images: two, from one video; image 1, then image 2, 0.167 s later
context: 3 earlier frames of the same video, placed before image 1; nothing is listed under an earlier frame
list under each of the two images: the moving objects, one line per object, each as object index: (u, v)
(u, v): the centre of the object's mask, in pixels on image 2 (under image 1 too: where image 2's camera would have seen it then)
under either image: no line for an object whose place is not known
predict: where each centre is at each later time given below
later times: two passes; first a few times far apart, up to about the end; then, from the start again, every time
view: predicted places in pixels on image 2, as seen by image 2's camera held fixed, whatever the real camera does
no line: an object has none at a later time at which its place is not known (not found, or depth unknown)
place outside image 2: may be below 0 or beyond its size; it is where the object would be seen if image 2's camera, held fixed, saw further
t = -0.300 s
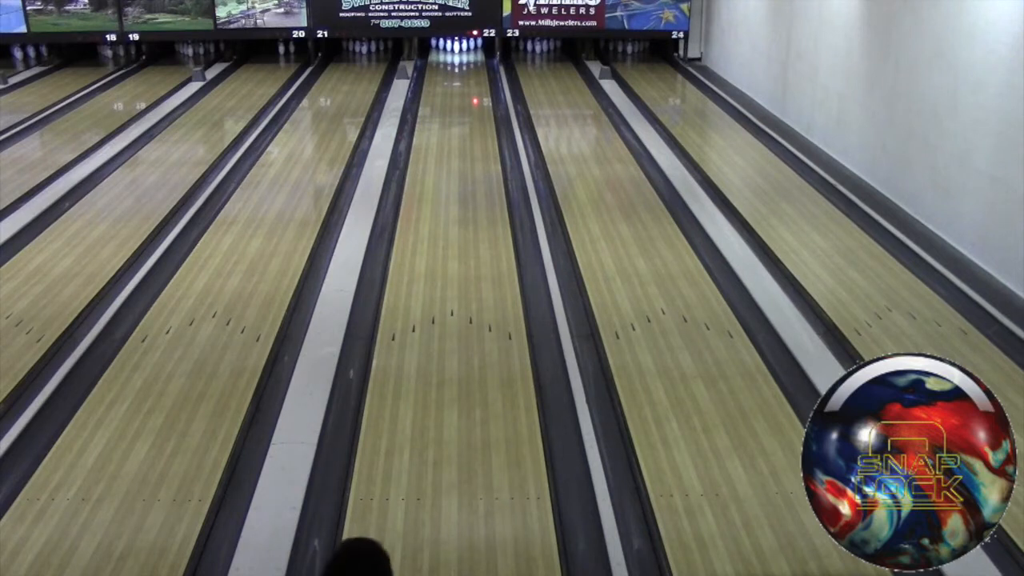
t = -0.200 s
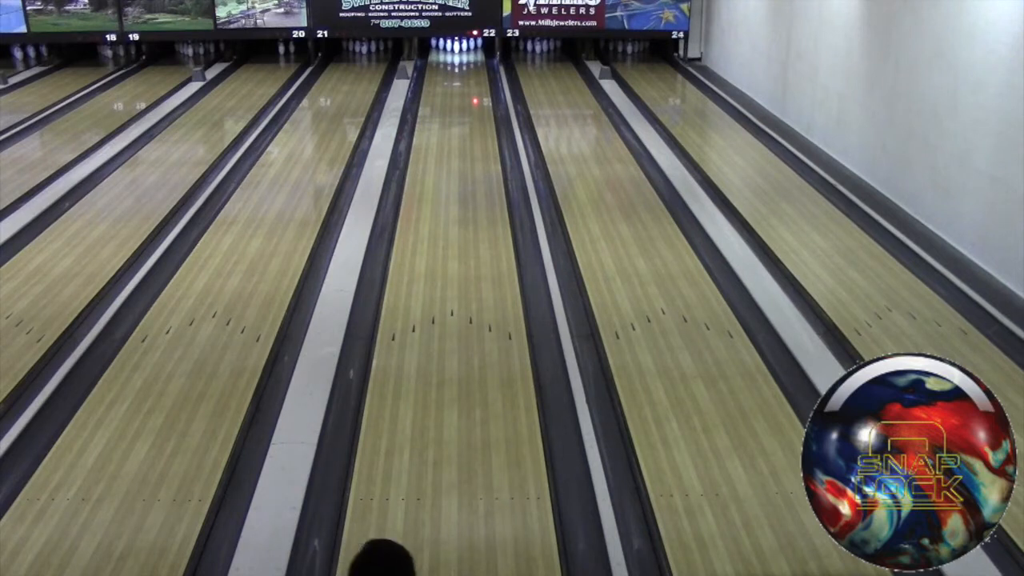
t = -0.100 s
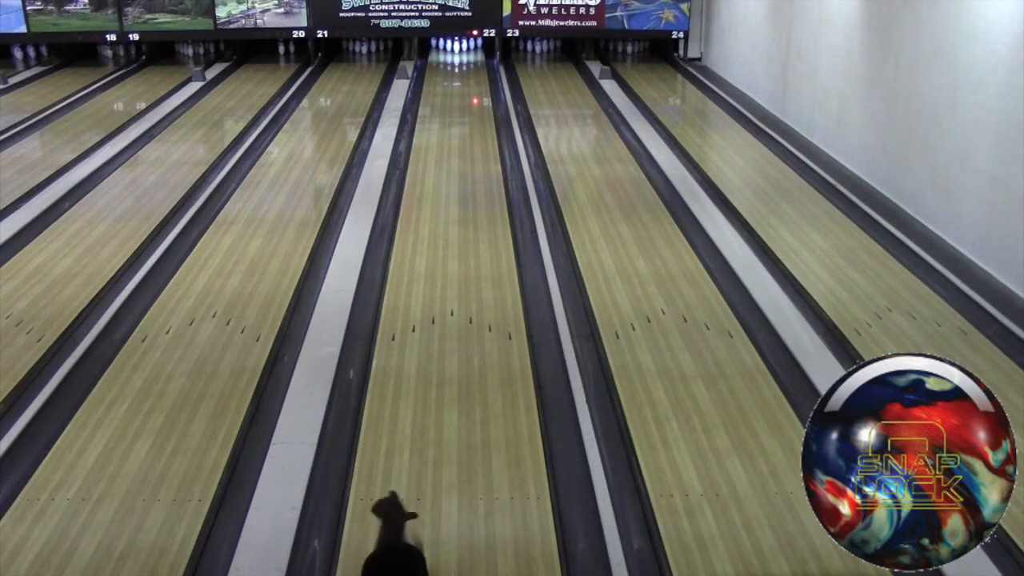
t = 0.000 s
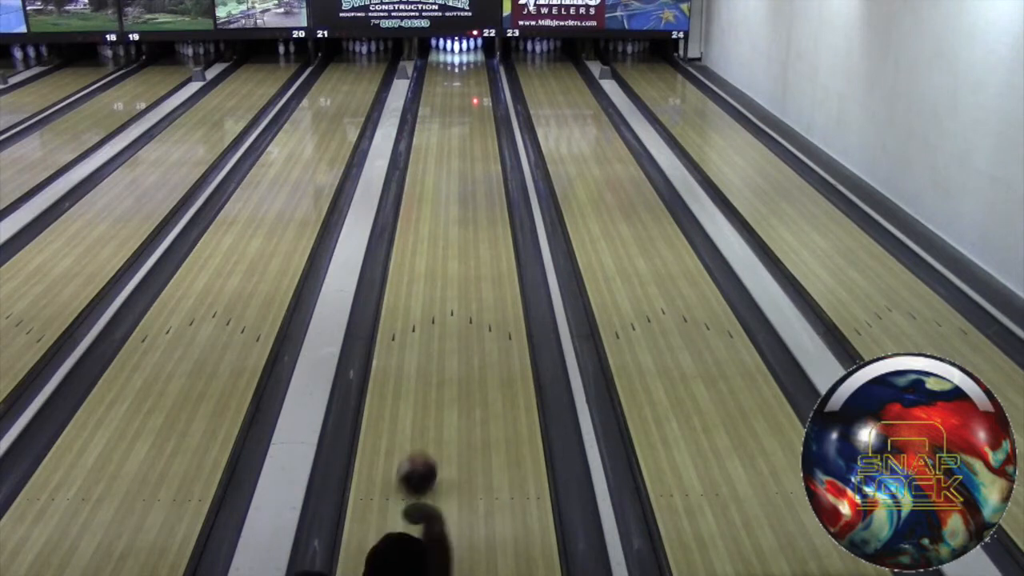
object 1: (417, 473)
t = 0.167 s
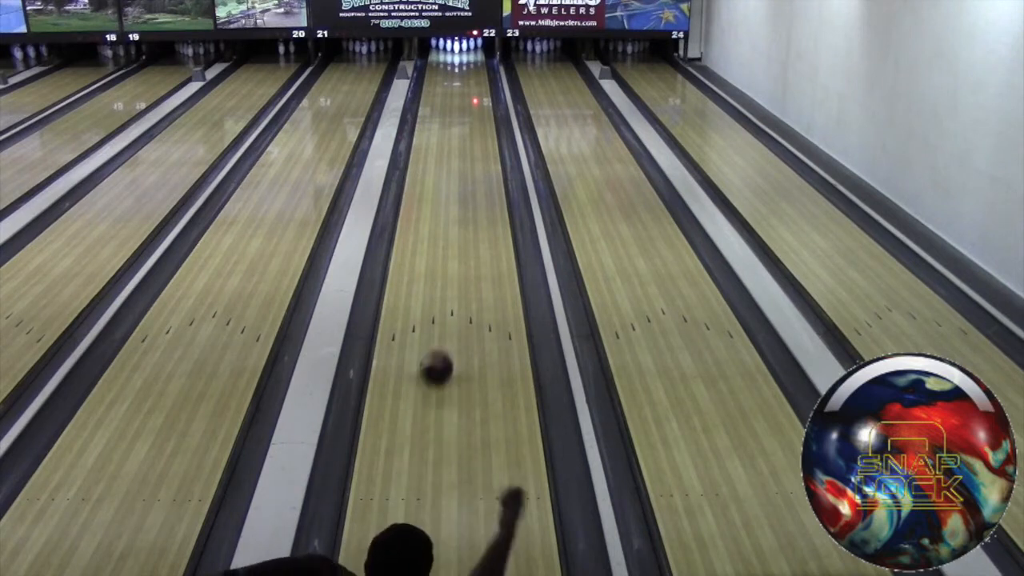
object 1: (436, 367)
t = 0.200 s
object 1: (439, 350)
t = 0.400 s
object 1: (454, 270)
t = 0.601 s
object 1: (464, 214)
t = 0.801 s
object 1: (471, 173)
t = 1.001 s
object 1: (476, 141)
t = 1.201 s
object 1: (478, 115)
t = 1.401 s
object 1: (479, 96)
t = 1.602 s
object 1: (477, 79)
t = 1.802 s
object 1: (471, 66)
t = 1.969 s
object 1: (466, 56)
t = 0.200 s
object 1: (439, 350)
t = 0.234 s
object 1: (443, 335)
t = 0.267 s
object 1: (445, 320)
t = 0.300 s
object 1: (447, 306)
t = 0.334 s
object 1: (450, 293)
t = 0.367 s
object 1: (452, 282)
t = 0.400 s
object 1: (454, 270)
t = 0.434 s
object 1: (456, 260)
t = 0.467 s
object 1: (457, 250)
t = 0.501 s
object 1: (459, 240)
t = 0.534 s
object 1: (461, 231)
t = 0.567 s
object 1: (462, 223)
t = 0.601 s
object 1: (464, 214)
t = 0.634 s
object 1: (465, 206)
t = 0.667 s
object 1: (466, 199)
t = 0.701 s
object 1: (467, 192)
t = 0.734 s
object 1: (469, 185)
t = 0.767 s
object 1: (470, 179)
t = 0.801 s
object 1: (471, 173)
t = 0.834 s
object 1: (471, 167)
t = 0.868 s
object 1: (472, 161)
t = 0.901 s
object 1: (473, 156)
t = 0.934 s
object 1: (474, 150)
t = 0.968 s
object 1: (475, 146)
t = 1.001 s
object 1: (476, 141)
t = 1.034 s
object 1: (476, 136)
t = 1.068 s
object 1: (476, 132)
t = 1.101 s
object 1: (477, 127)
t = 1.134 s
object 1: (478, 123)
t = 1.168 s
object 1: (478, 120)
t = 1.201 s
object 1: (478, 115)
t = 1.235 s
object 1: (479, 111)
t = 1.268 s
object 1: (479, 107)
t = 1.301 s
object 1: (479, 105)
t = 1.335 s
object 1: (480, 102)
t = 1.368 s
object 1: (479, 98)
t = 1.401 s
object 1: (479, 96)
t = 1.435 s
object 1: (479, 92)
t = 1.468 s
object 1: (479, 89)
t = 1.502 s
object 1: (479, 87)
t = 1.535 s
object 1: (478, 85)
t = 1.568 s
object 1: (477, 82)
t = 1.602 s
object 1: (477, 79)
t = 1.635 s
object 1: (477, 77)
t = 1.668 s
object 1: (475, 75)
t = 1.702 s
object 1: (474, 71)
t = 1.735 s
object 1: (474, 70)
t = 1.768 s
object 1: (473, 68)
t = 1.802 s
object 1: (471, 66)
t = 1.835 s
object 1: (470, 65)
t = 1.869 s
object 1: (469, 63)
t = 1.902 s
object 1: (467, 61)
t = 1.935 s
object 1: (466, 59)
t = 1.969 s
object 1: (466, 56)
